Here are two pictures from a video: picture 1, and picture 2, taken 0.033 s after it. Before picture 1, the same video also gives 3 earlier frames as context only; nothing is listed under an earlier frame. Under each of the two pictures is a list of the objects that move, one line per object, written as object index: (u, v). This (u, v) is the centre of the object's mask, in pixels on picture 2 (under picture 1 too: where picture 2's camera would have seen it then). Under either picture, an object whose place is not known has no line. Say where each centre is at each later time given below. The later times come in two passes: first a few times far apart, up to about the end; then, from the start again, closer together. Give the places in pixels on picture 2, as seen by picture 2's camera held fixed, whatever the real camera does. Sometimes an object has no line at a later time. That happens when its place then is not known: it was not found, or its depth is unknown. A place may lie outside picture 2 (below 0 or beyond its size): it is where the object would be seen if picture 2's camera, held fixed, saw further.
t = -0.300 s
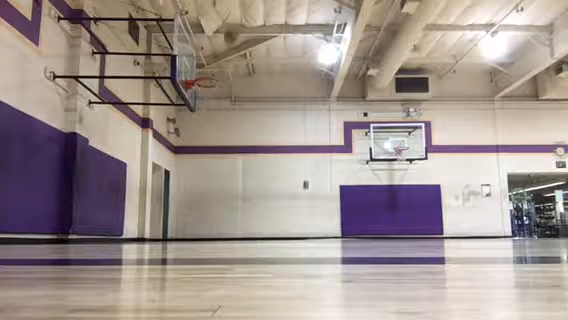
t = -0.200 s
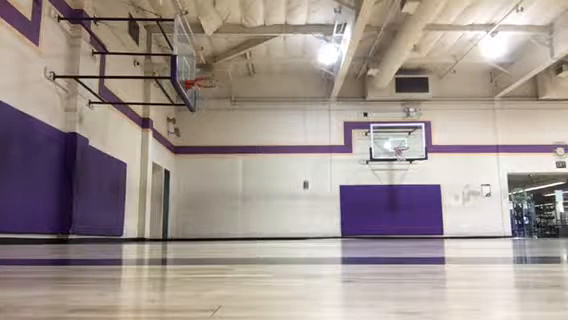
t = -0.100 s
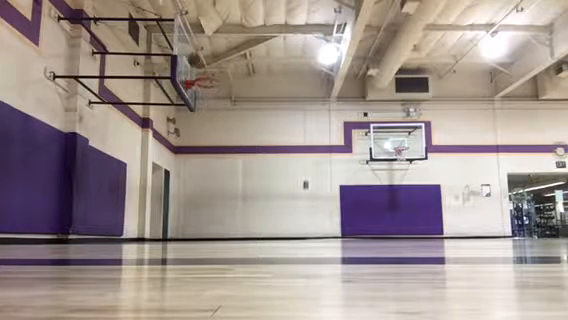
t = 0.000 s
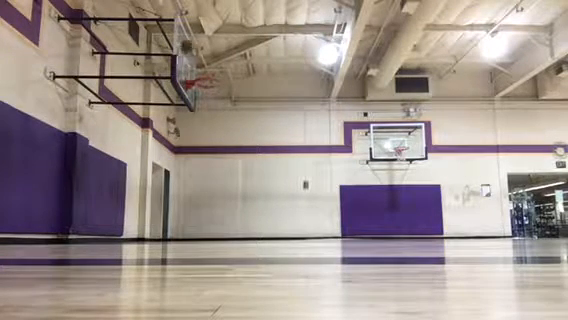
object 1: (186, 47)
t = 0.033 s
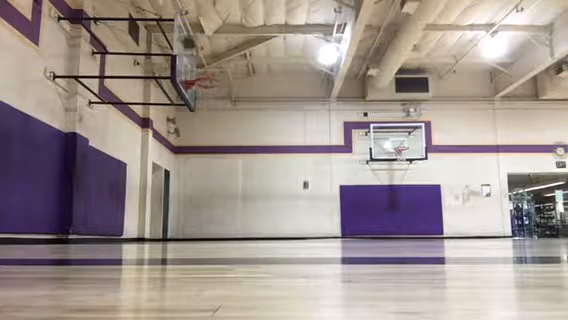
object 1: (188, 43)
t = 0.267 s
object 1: (204, 35)
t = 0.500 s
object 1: (218, 57)
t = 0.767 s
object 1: (240, 133)
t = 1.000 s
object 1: (258, 219)
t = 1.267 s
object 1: (259, 120)
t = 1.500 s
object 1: (259, 73)
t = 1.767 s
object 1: (259, 73)
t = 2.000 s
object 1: (260, 121)
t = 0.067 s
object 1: (191, 40)
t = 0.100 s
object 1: (193, 39)
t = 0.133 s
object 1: (196, 36)
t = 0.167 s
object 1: (198, 33)
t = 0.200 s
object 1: (199, 34)
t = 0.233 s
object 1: (201, 35)
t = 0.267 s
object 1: (204, 35)
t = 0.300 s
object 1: (205, 35)
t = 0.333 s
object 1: (208, 38)
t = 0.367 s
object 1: (210, 40)
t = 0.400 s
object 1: (212, 43)
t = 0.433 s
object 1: (215, 47)
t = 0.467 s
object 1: (216, 52)
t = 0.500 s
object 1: (218, 57)
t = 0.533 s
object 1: (220, 63)
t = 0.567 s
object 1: (225, 72)
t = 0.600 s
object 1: (227, 79)
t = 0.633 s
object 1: (230, 88)
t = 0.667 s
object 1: (231, 94)
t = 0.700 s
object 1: (235, 109)
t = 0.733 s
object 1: (237, 121)
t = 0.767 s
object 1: (240, 133)
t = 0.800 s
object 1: (244, 146)
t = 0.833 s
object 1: (246, 164)
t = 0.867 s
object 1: (249, 178)
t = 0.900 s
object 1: (252, 196)
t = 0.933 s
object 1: (255, 216)
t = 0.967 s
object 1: (258, 230)
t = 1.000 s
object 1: (258, 219)
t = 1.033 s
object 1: (259, 203)
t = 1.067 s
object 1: (259, 190)
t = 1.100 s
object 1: (259, 176)
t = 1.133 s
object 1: (259, 164)
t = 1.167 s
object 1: (261, 151)
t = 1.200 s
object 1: (260, 141)
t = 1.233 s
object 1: (259, 129)
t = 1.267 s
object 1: (259, 120)
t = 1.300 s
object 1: (259, 111)
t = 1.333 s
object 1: (259, 104)
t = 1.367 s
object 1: (259, 96)
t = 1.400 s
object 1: (259, 89)
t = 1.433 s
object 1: (259, 84)
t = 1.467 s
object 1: (259, 78)
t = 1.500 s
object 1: (259, 73)
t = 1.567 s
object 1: (259, 69)
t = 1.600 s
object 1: (258, 68)
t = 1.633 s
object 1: (259, 67)
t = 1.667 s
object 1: (259, 67)
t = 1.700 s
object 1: (259, 67)
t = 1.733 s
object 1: (259, 69)
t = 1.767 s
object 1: (259, 73)
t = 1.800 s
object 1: (259, 74)
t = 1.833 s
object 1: (260, 78)
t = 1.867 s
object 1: (260, 84)
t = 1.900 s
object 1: (260, 92)
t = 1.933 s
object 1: (260, 99)
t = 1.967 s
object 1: (261, 110)
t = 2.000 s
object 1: (260, 121)
